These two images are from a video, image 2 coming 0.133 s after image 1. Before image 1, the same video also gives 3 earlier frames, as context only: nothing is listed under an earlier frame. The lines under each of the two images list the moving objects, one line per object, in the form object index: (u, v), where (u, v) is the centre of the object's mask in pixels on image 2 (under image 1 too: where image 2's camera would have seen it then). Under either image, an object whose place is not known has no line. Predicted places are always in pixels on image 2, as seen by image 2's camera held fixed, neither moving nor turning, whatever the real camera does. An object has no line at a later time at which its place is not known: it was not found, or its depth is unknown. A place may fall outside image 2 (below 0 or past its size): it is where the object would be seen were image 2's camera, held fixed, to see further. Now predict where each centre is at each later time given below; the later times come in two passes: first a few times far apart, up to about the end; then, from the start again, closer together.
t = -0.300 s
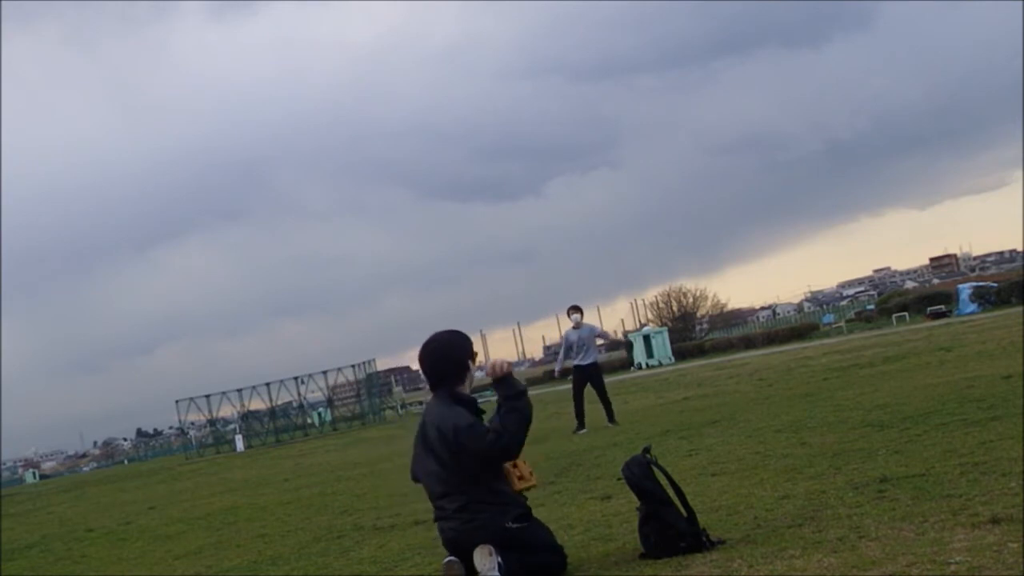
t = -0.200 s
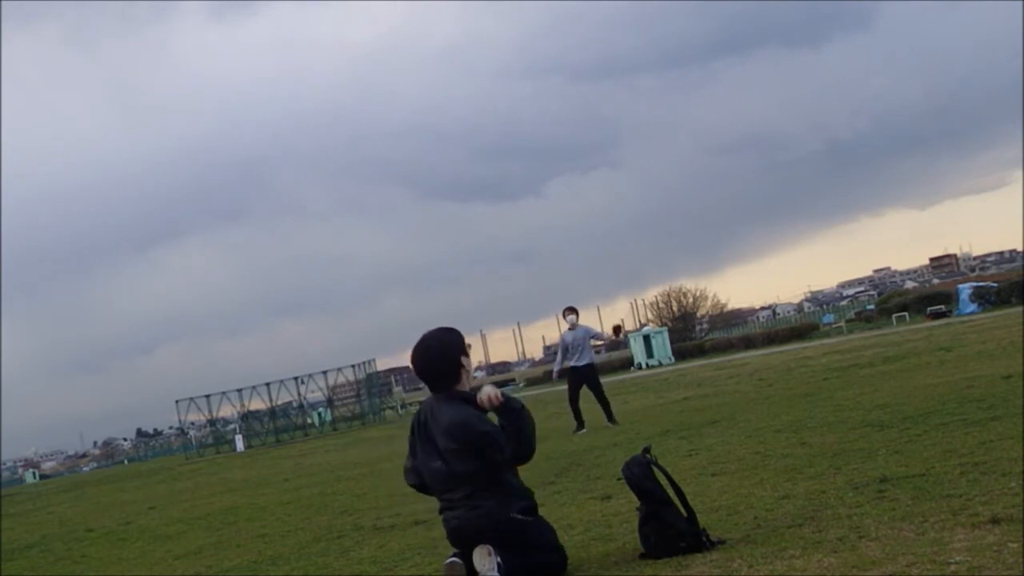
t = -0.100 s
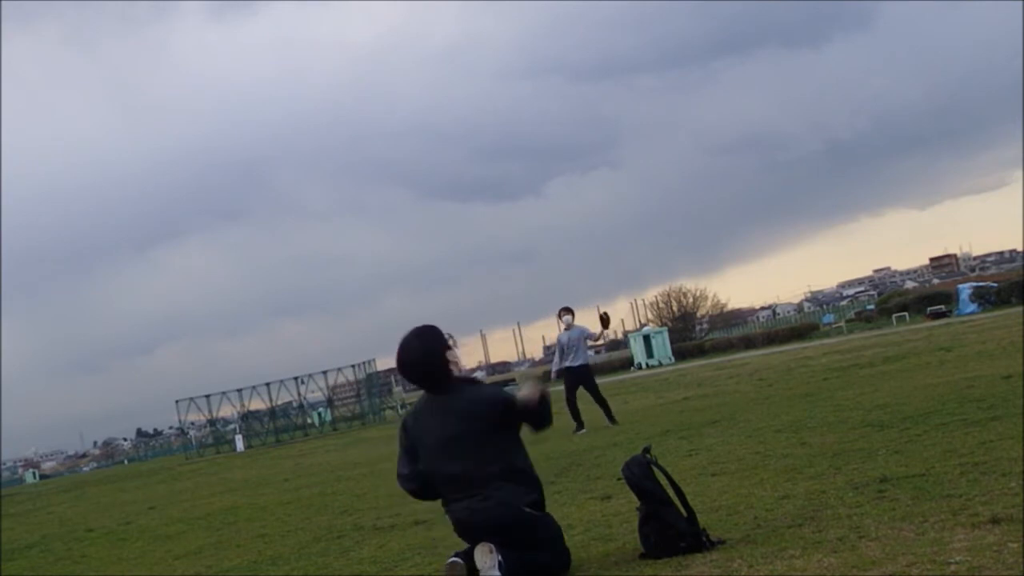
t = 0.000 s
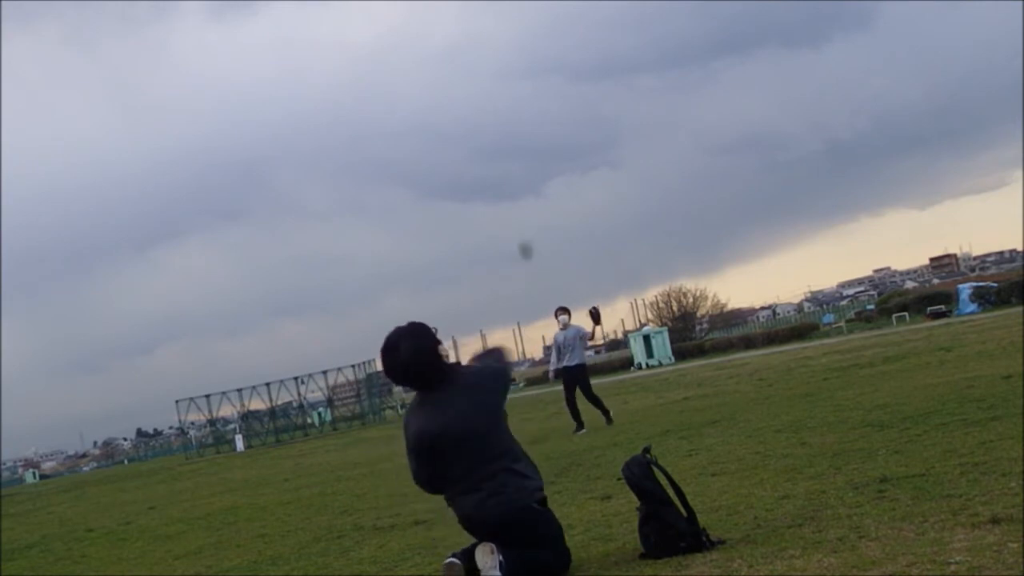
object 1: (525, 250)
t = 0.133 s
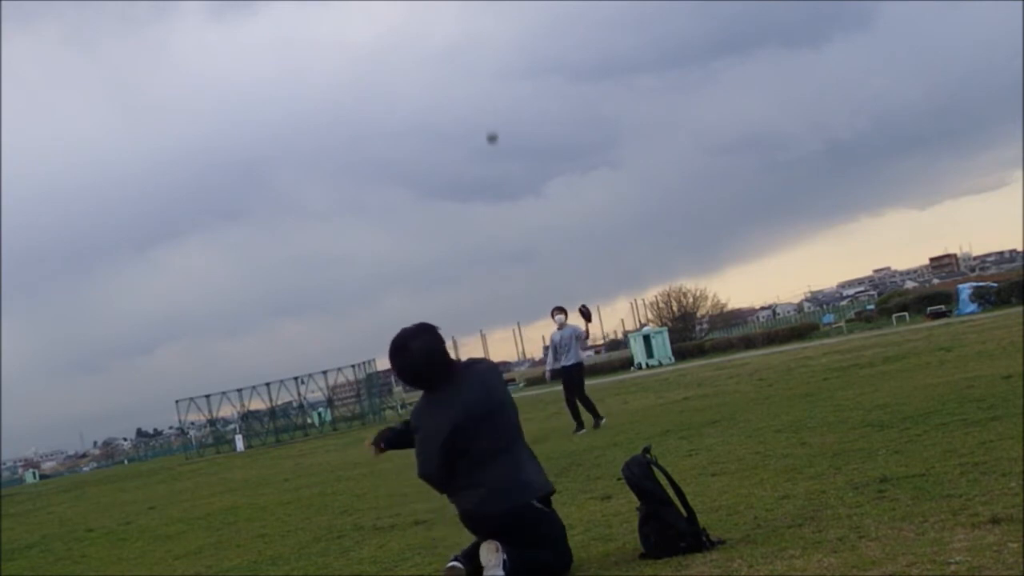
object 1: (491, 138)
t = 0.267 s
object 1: (473, 83)
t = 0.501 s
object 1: (462, 69)
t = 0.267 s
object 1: (473, 83)
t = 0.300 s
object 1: (470, 76)
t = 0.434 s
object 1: (463, 65)
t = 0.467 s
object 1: (462, 66)
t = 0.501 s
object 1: (462, 69)
